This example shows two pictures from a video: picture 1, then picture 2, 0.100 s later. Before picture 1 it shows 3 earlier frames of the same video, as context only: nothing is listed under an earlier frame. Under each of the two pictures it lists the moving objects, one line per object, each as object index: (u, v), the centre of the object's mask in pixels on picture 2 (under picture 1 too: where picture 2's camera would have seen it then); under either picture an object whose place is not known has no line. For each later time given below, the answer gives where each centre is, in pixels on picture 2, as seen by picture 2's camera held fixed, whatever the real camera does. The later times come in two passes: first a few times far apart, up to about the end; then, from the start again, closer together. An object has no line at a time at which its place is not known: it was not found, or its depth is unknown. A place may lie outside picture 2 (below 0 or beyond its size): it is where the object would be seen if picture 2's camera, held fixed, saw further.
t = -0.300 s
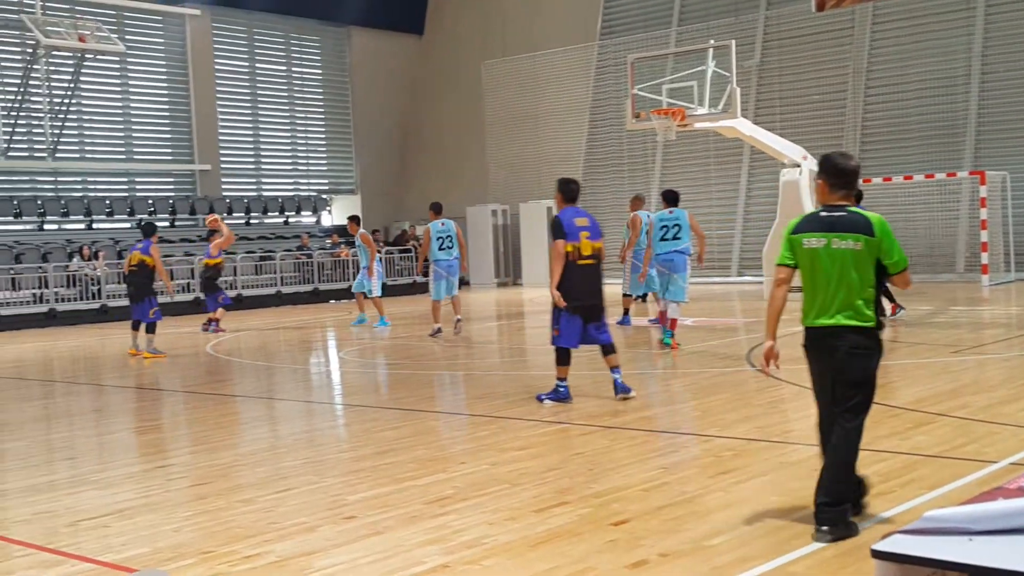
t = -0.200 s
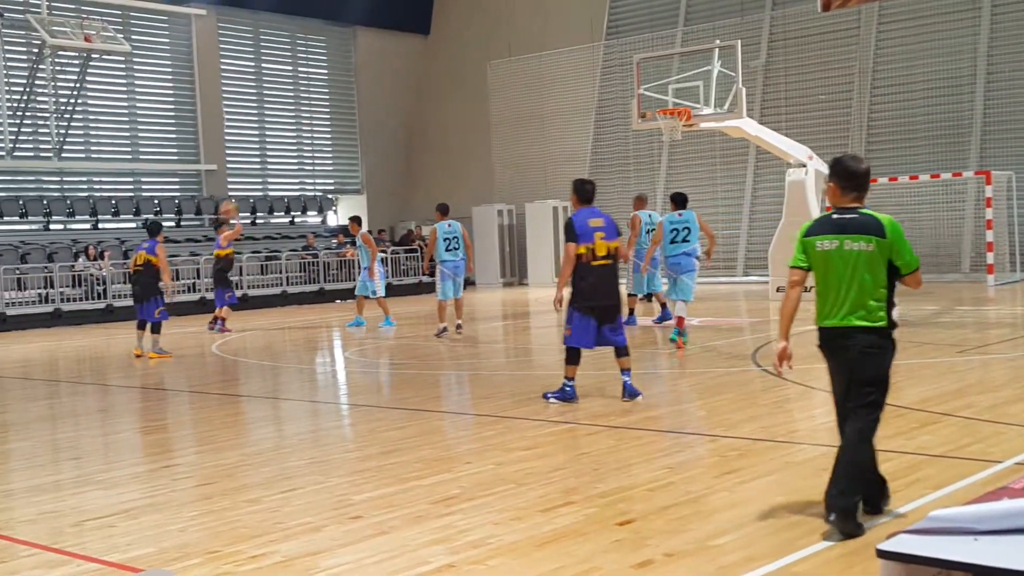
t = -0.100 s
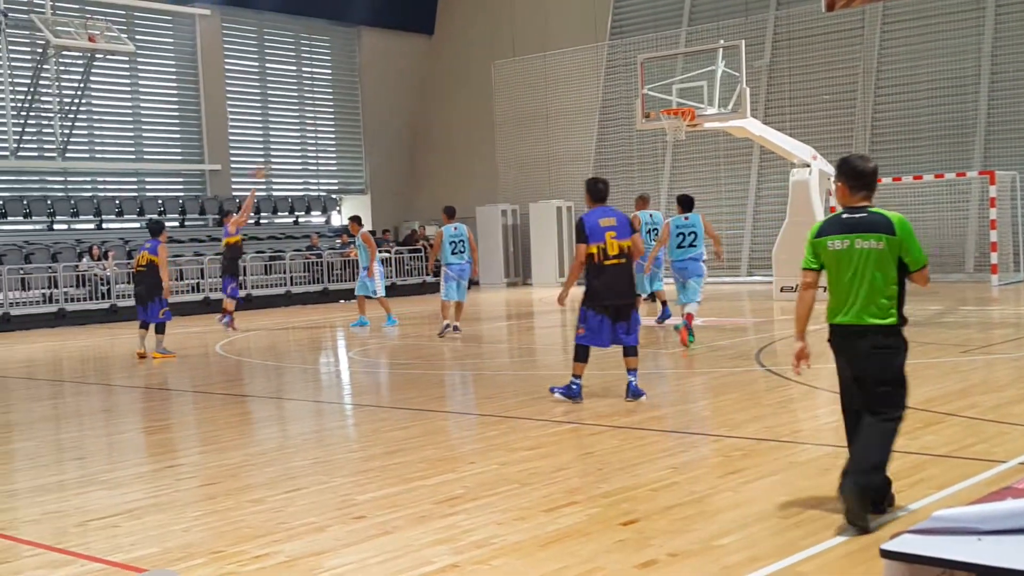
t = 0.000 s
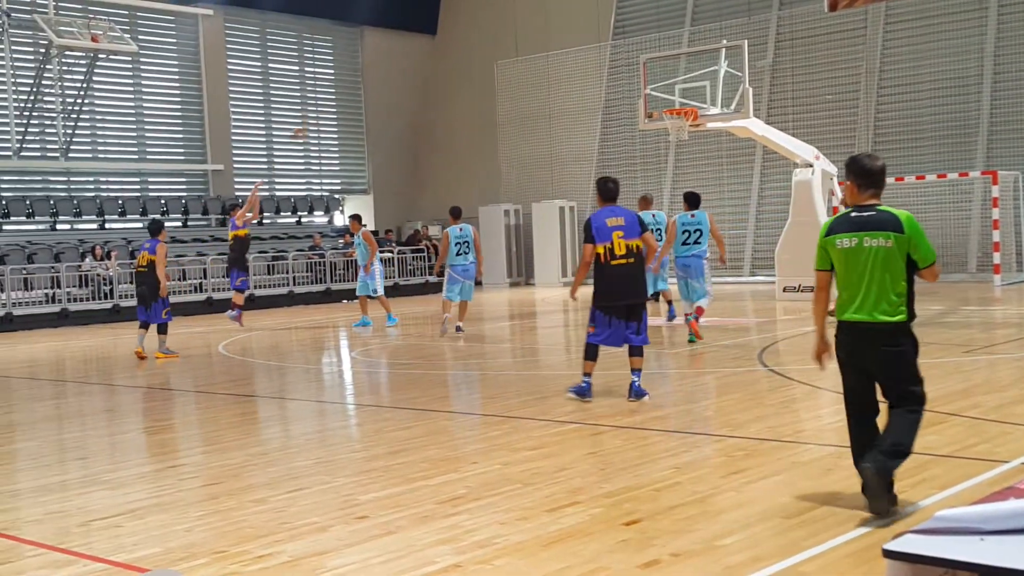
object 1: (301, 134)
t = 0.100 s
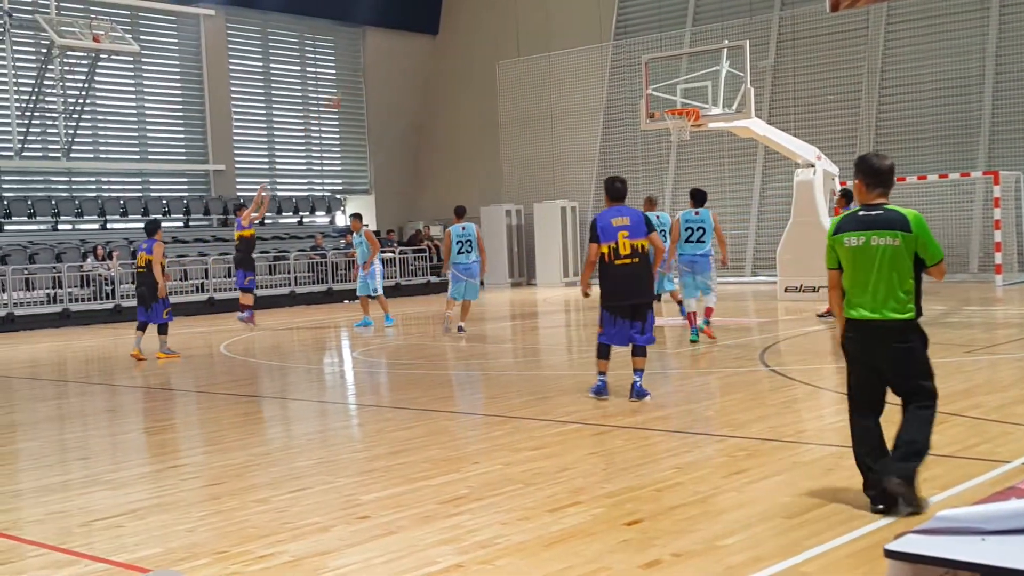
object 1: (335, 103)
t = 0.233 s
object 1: (383, 70)
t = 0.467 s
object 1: (470, 41)
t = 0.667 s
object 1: (544, 42)
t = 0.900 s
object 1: (635, 81)
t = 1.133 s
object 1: (677, 124)
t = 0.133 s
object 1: (348, 93)
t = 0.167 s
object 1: (357, 85)
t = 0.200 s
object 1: (370, 76)
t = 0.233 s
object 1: (383, 70)
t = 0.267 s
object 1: (397, 64)
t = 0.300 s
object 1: (409, 58)
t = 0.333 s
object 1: (420, 53)
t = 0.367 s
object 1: (433, 49)
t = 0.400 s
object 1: (445, 44)
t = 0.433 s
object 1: (458, 42)
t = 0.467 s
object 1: (470, 41)
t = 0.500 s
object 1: (482, 39)
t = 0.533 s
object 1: (495, 38)
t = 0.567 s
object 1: (507, 39)
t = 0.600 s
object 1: (519, 39)
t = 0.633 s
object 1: (532, 41)
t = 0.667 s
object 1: (544, 42)
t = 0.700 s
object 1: (557, 45)
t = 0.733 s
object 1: (571, 50)
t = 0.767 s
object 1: (584, 55)
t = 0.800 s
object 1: (595, 59)
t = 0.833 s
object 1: (610, 67)
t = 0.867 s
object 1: (620, 74)
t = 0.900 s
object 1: (635, 81)
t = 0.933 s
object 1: (646, 88)
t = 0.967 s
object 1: (660, 97)
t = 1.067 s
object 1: (695, 115)
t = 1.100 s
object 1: (682, 119)
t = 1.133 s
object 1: (677, 124)
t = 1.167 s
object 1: (673, 126)
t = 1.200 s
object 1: (669, 127)
